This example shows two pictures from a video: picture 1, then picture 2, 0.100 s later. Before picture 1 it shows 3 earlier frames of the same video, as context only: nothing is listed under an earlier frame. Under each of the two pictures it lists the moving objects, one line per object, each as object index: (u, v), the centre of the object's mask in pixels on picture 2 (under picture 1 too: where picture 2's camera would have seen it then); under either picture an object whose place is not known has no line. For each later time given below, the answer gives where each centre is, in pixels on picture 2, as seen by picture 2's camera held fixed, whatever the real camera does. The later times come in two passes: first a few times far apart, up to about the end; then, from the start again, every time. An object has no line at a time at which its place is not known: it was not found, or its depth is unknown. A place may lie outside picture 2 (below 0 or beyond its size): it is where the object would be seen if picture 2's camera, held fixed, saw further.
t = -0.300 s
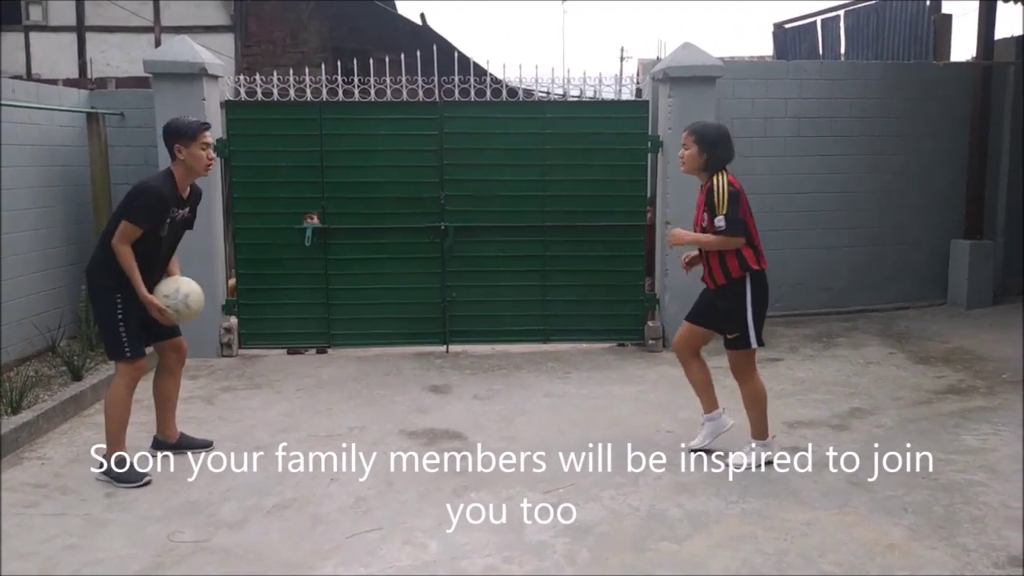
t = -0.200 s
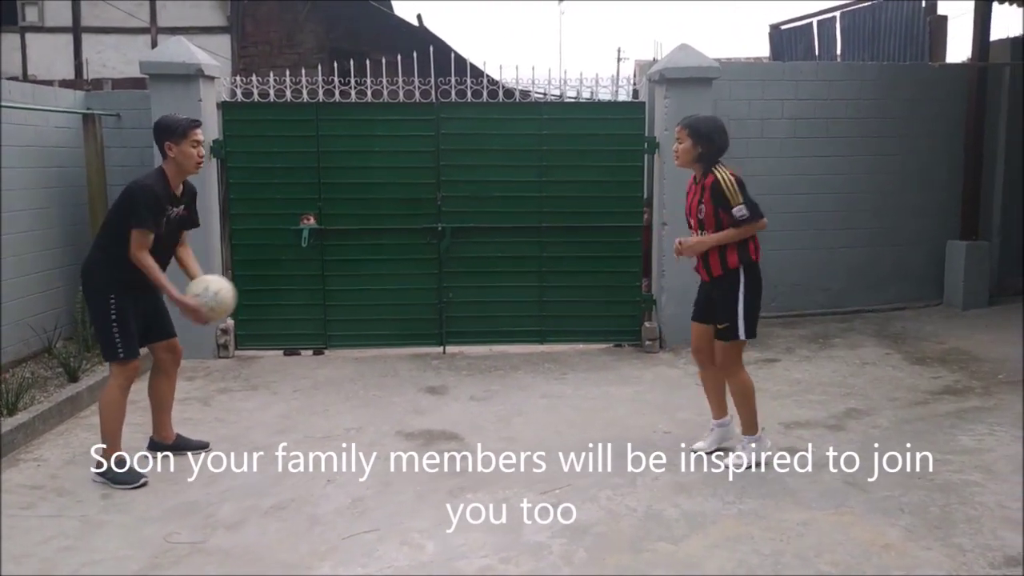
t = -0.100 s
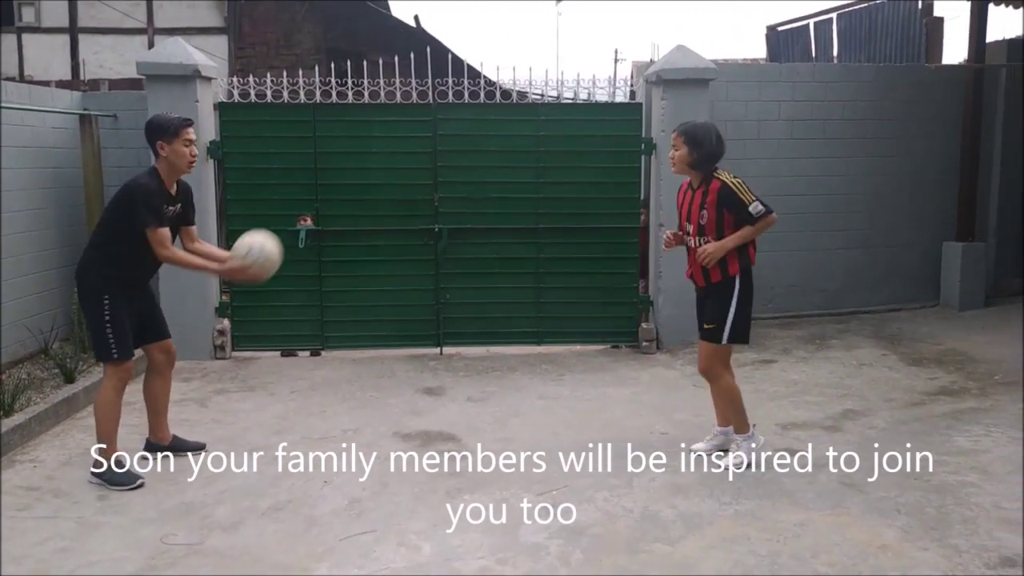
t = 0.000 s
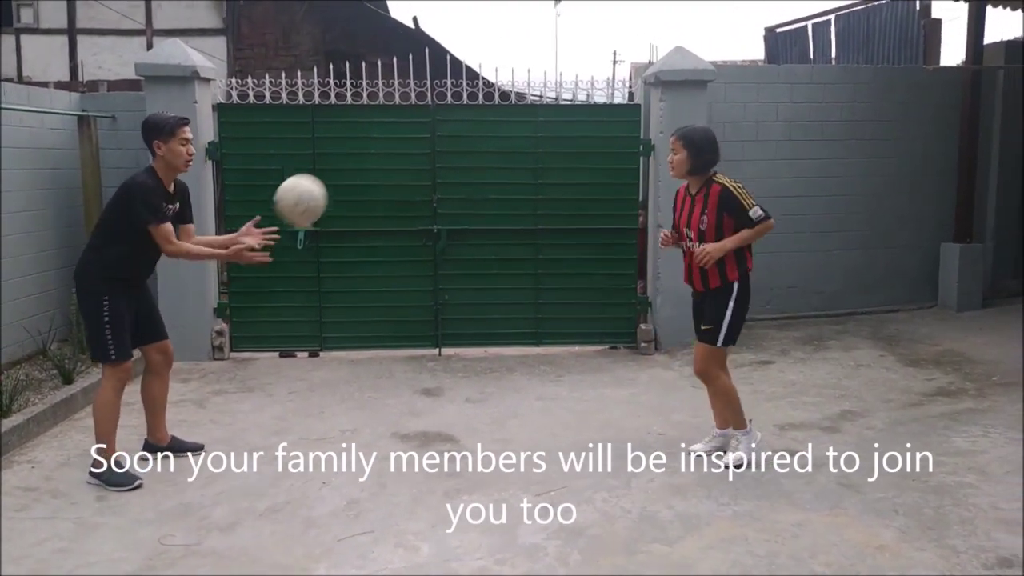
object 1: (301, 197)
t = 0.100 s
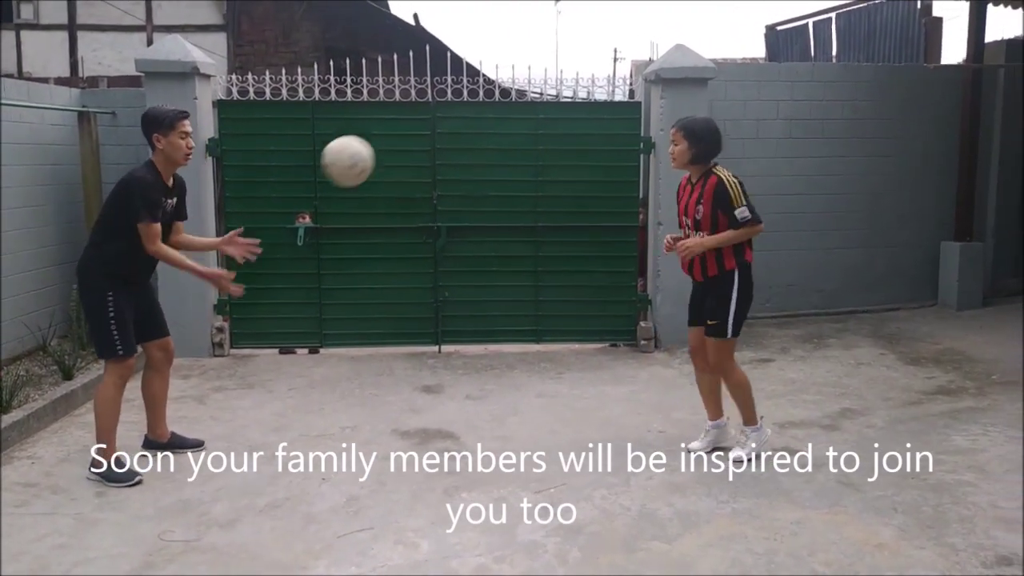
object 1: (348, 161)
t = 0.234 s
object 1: (411, 147)
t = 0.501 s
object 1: (539, 237)
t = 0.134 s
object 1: (363, 154)
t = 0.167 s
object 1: (379, 149)
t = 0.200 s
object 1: (395, 147)
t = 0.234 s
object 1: (411, 147)
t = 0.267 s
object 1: (427, 150)
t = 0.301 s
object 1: (444, 155)
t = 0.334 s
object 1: (460, 163)
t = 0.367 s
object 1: (476, 173)
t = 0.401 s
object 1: (492, 186)
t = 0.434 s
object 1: (508, 200)
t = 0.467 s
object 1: (523, 218)
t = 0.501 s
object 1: (539, 237)
